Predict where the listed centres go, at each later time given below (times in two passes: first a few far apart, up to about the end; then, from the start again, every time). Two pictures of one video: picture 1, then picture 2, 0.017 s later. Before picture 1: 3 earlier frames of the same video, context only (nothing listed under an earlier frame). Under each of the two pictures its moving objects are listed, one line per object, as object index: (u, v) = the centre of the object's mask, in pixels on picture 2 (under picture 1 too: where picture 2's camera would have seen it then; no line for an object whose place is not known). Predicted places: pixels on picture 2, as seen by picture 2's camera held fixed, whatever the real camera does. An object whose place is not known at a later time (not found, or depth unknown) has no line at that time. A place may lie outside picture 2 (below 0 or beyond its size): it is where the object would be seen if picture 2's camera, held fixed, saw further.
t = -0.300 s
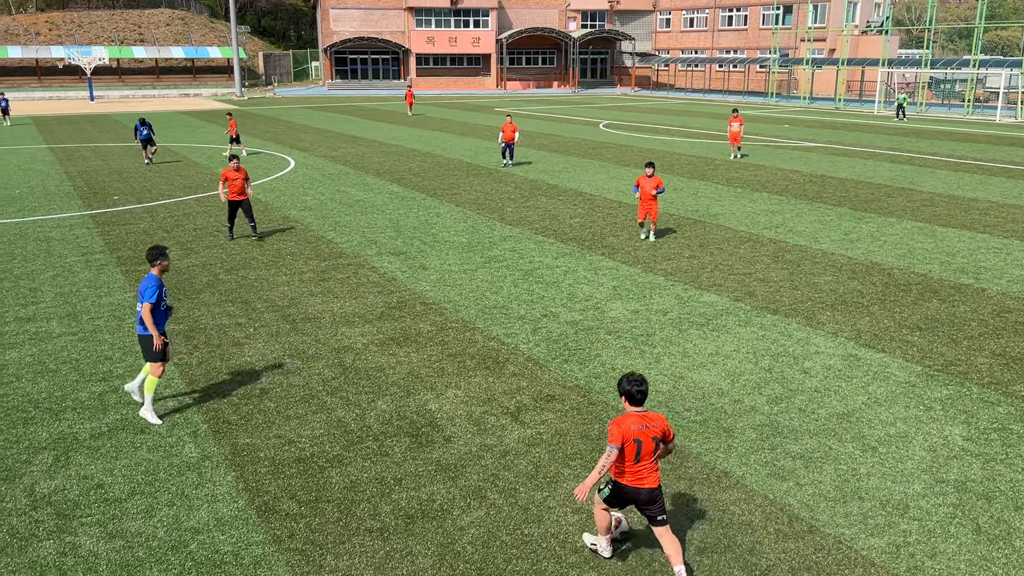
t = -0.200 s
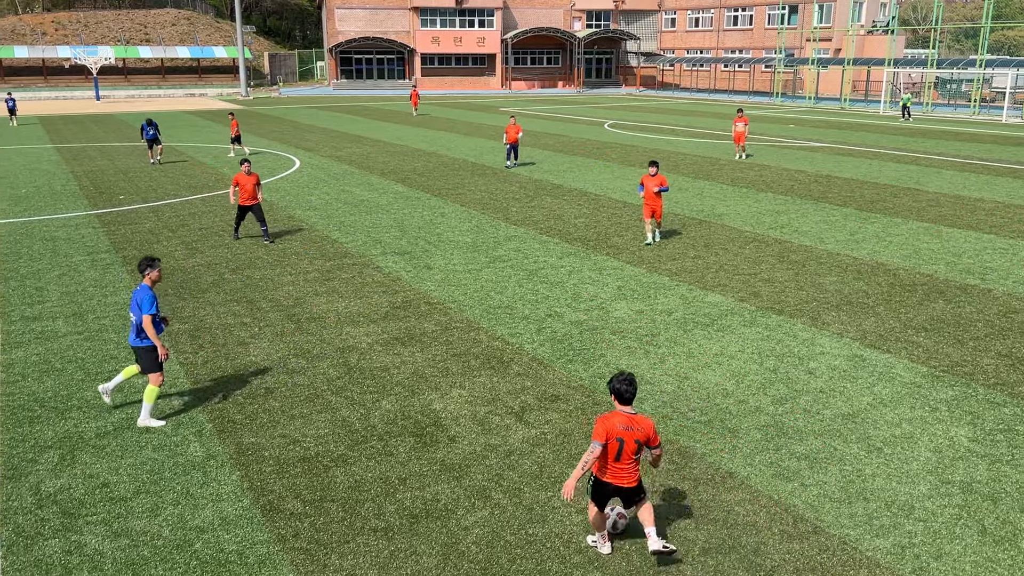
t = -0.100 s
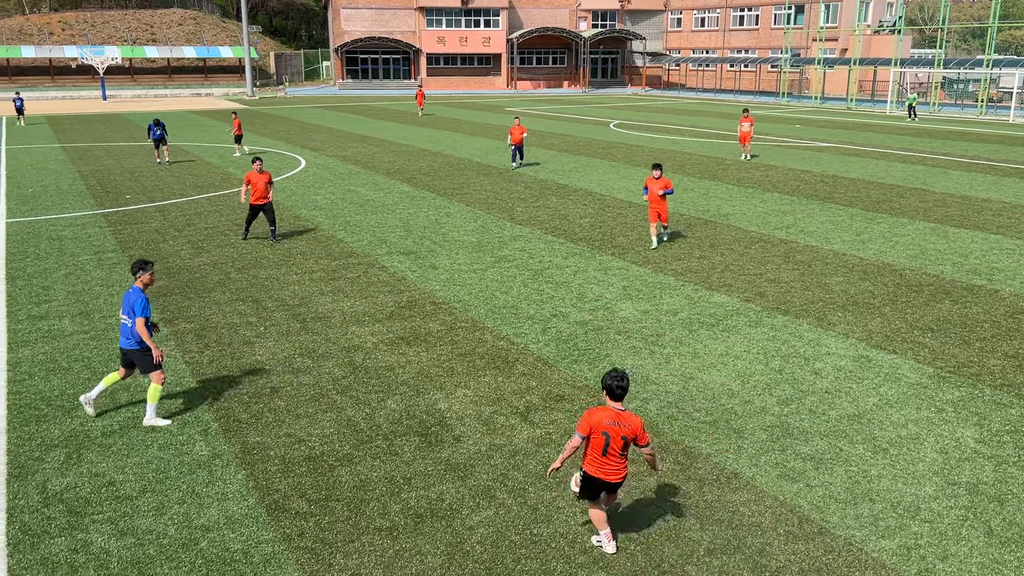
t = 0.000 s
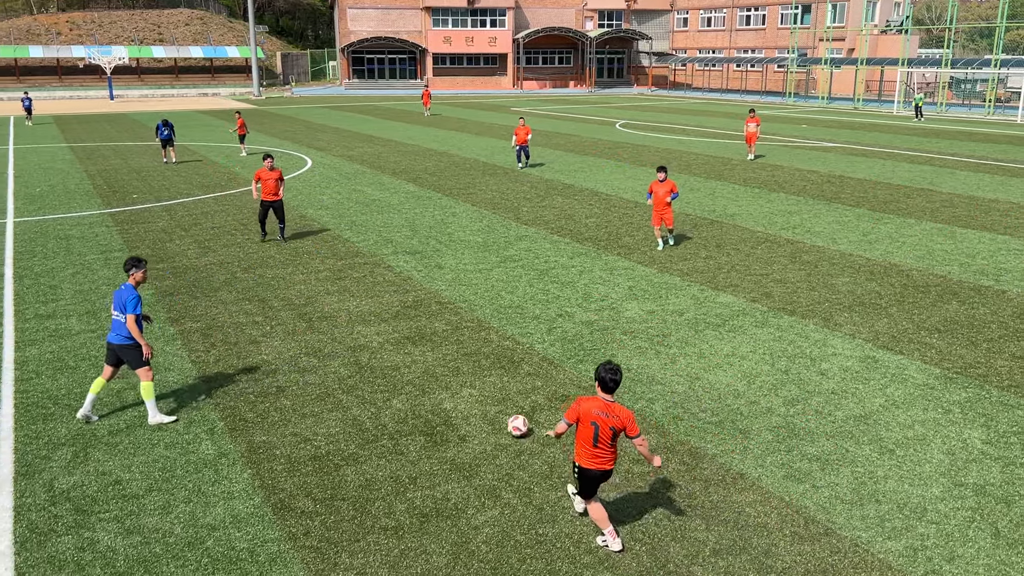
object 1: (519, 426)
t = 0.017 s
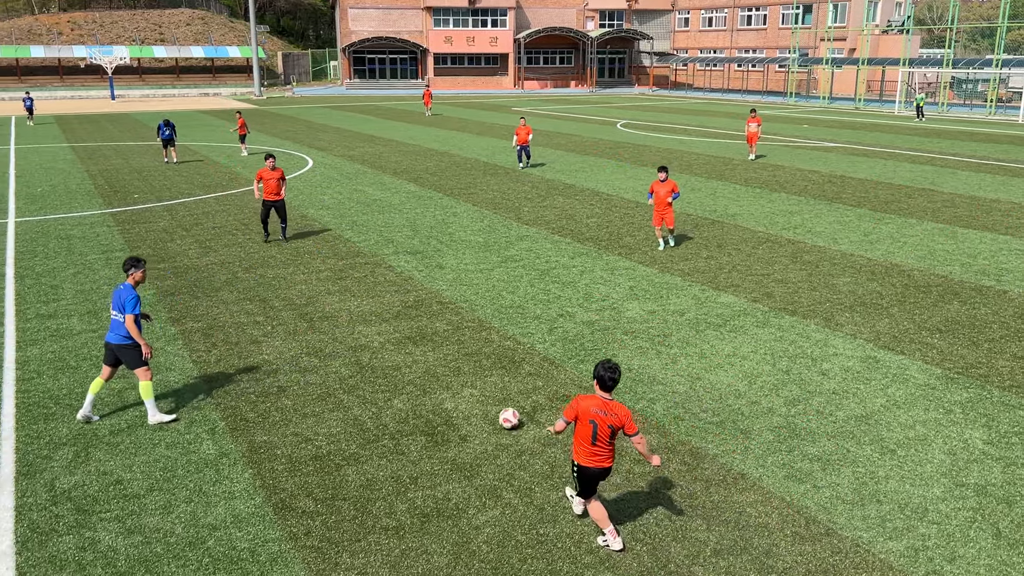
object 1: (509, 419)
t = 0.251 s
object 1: (412, 340)
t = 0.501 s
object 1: (355, 291)
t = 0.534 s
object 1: (349, 286)
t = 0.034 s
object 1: (500, 411)
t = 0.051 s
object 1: (491, 403)
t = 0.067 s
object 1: (483, 396)
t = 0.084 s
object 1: (475, 389)
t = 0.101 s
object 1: (468, 382)
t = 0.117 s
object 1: (461, 376)
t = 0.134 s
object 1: (454, 370)
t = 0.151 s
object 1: (447, 364)
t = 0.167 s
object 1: (441, 359)
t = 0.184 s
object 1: (434, 355)
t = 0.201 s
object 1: (429, 351)
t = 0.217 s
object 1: (423, 347)
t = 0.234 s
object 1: (418, 344)
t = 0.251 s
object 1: (412, 340)
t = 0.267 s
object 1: (407, 335)
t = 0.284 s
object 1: (403, 331)
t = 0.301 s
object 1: (398, 327)
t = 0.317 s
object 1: (394, 322)
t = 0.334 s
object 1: (390, 319)
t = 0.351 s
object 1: (386, 315)
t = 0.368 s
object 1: (382, 312)
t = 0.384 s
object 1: (378, 309)
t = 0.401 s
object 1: (375, 307)
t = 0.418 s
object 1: (370, 304)
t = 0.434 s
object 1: (367, 302)
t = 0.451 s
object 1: (363, 300)
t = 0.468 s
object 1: (361, 297)
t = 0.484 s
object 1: (358, 294)
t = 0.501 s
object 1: (355, 291)
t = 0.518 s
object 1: (352, 289)
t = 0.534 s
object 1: (349, 286)
